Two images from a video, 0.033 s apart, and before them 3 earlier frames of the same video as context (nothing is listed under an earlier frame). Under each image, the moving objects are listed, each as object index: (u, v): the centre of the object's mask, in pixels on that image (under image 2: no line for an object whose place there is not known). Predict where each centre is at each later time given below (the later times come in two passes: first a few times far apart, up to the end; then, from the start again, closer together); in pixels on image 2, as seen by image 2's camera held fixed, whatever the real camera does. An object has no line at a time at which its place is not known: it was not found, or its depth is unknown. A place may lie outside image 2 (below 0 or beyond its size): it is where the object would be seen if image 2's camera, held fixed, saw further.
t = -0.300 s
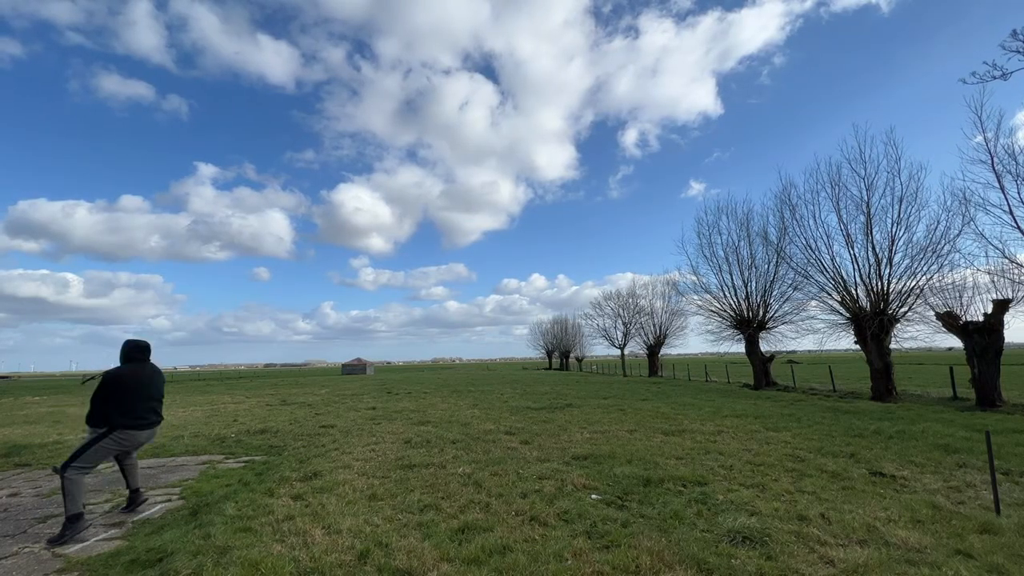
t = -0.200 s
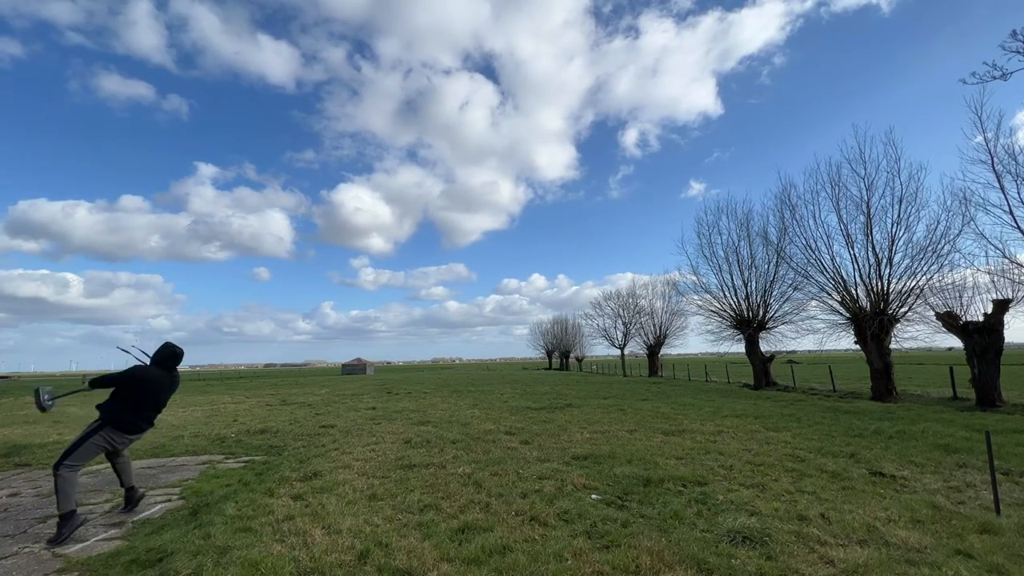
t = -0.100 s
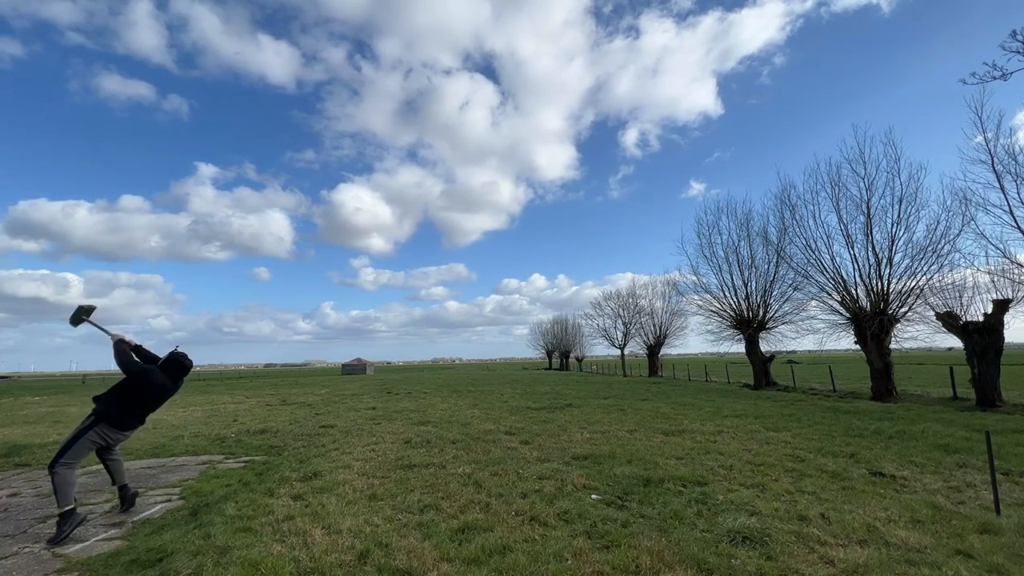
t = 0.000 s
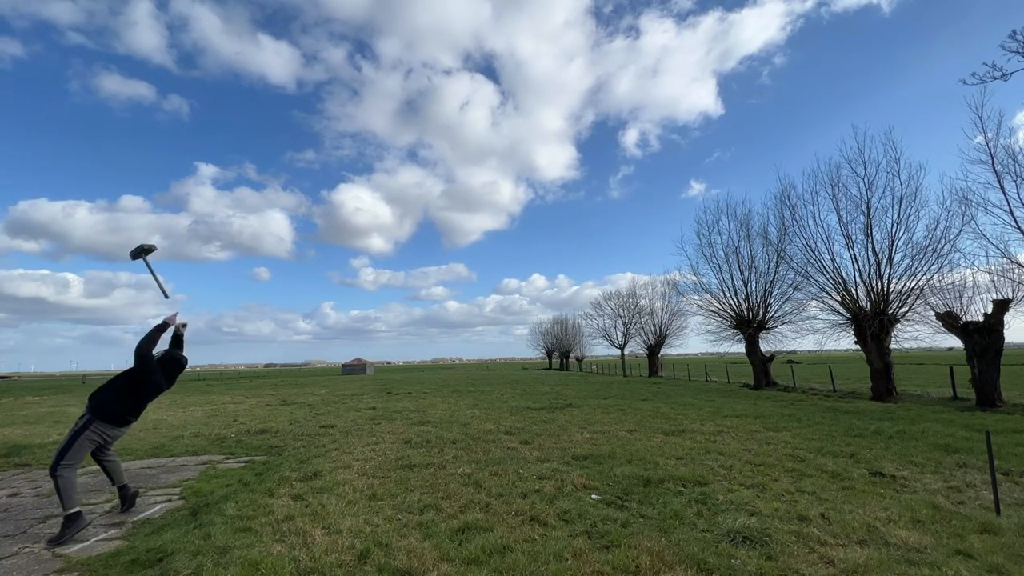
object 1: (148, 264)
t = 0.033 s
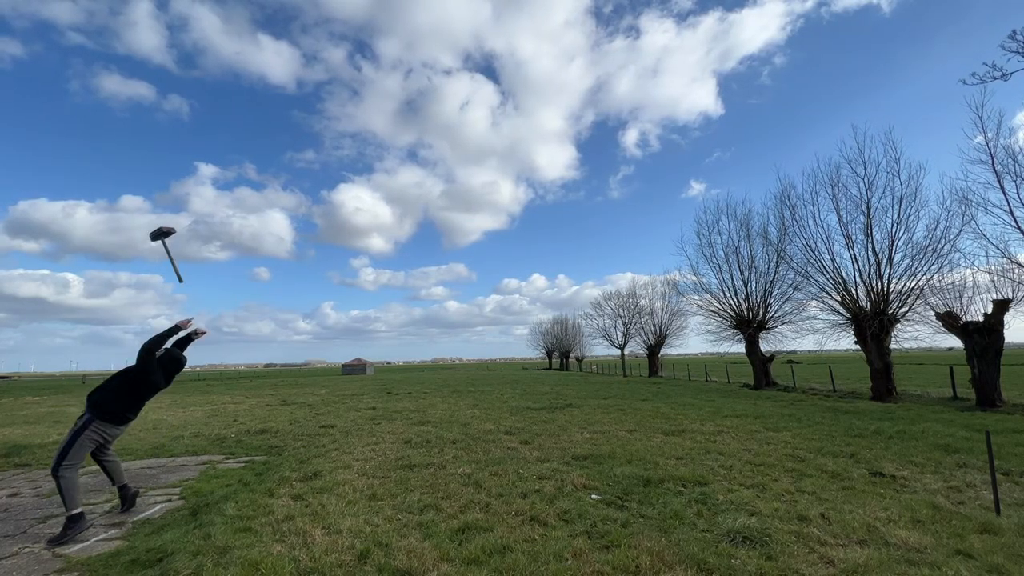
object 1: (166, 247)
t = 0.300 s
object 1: (297, 149)
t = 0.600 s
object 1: (432, 106)
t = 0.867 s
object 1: (556, 126)
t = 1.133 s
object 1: (689, 208)
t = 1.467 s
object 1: (870, 420)
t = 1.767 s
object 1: (932, 478)
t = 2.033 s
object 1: (934, 489)
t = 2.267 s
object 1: (935, 490)
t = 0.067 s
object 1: (184, 231)
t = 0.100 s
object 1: (201, 217)
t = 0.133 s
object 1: (218, 203)
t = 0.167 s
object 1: (235, 190)
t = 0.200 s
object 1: (251, 178)
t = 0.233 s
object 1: (266, 168)
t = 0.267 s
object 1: (281, 158)
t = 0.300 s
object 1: (297, 149)
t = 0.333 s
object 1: (312, 141)
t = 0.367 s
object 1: (327, 134)
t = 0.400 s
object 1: (341, 128)
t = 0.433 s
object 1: (356, 122)
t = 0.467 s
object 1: (371, 117)
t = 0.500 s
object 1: (386, 113)
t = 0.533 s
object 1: (401, 109)
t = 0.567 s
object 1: (416, 107)
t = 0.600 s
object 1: (432, 106)
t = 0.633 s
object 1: (447, 105)
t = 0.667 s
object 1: (462, 105)
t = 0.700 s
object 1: (477, 106)
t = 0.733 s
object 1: (492, 108)
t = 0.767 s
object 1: (508, 111)
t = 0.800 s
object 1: (524, 115)
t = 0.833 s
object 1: (540, 120)
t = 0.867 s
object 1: (556, 126)
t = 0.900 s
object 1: (572, 133)
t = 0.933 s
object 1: (588, 140)
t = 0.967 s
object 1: (604, 149)
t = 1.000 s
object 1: (621, 158)
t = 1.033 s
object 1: (637, 169)
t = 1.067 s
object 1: (654, 181)
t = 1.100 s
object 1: (672, 194)
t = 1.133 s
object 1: (689, 208)
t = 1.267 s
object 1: (759, 278)
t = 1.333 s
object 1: (796, 319)
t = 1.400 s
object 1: (831, 369)
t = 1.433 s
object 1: (850, 393)
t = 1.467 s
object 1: (870, 420)
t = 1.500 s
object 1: (892, 447)
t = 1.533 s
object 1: (912, 477)
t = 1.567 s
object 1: (911, 487)
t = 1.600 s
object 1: (915, 485)
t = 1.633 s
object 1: (919, 482)
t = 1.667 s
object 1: (924, 481)
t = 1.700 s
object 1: (927, 480)
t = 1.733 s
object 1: (930, 479)
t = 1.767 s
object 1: (932, 478)
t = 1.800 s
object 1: (933, 479)
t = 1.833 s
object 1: (932, 482)
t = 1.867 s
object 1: (933, 484)
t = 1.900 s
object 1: (933, 486)
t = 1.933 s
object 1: (932, 488)
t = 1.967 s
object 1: (933, 489)
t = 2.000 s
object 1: (933, 490)
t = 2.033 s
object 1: (934, 489)
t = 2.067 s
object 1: (935, 491)
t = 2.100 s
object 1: (935, 490)
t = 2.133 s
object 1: (935, 490)
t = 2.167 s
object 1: (935, 490)
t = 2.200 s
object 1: (935, 490)
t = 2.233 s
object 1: (935, 490)
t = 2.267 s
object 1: (935, 490)
